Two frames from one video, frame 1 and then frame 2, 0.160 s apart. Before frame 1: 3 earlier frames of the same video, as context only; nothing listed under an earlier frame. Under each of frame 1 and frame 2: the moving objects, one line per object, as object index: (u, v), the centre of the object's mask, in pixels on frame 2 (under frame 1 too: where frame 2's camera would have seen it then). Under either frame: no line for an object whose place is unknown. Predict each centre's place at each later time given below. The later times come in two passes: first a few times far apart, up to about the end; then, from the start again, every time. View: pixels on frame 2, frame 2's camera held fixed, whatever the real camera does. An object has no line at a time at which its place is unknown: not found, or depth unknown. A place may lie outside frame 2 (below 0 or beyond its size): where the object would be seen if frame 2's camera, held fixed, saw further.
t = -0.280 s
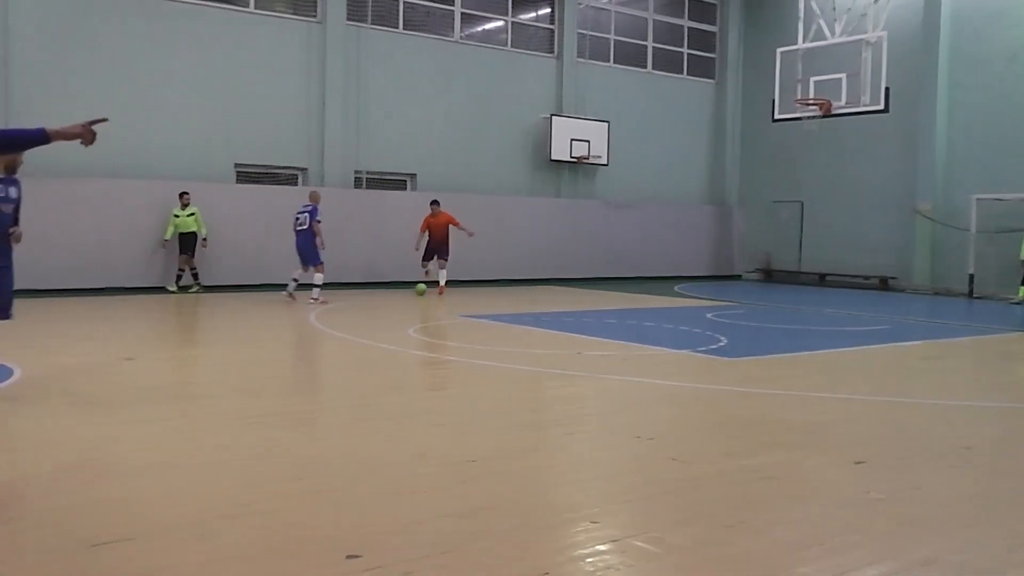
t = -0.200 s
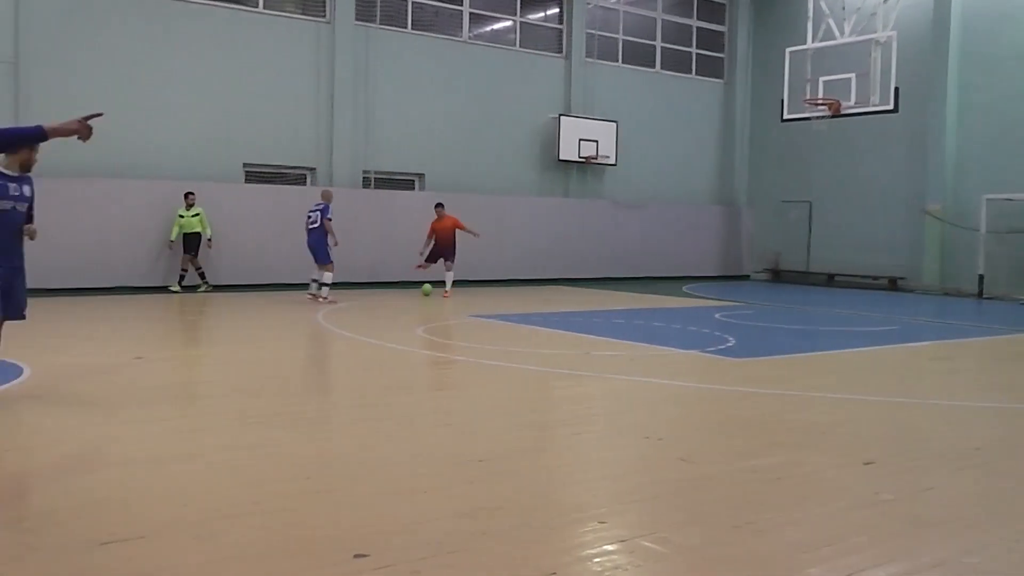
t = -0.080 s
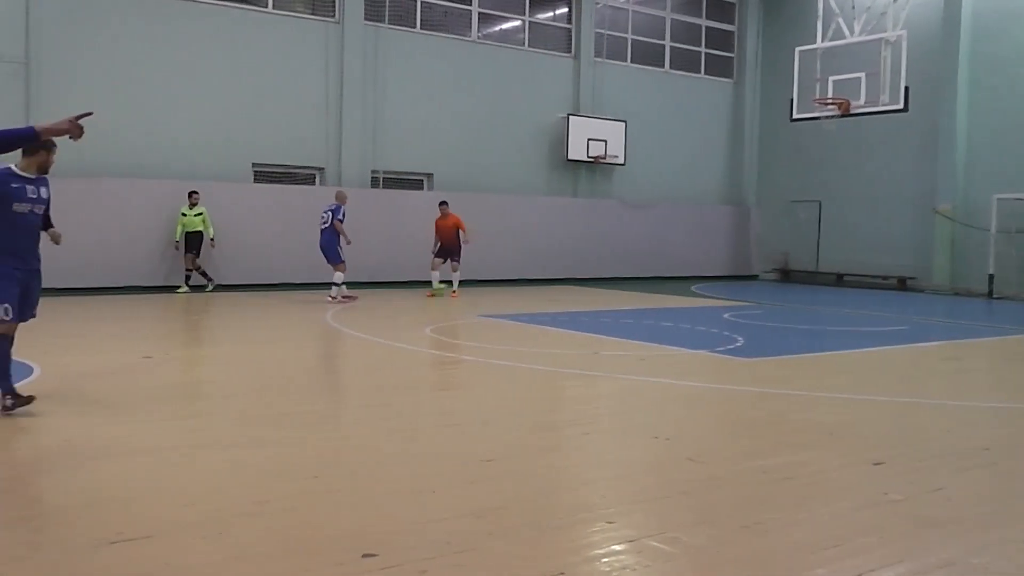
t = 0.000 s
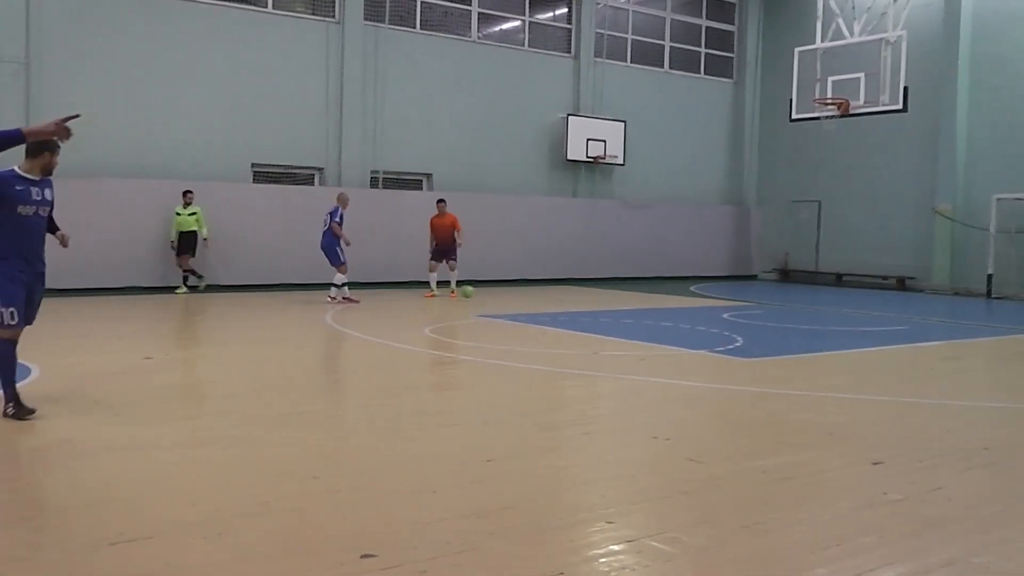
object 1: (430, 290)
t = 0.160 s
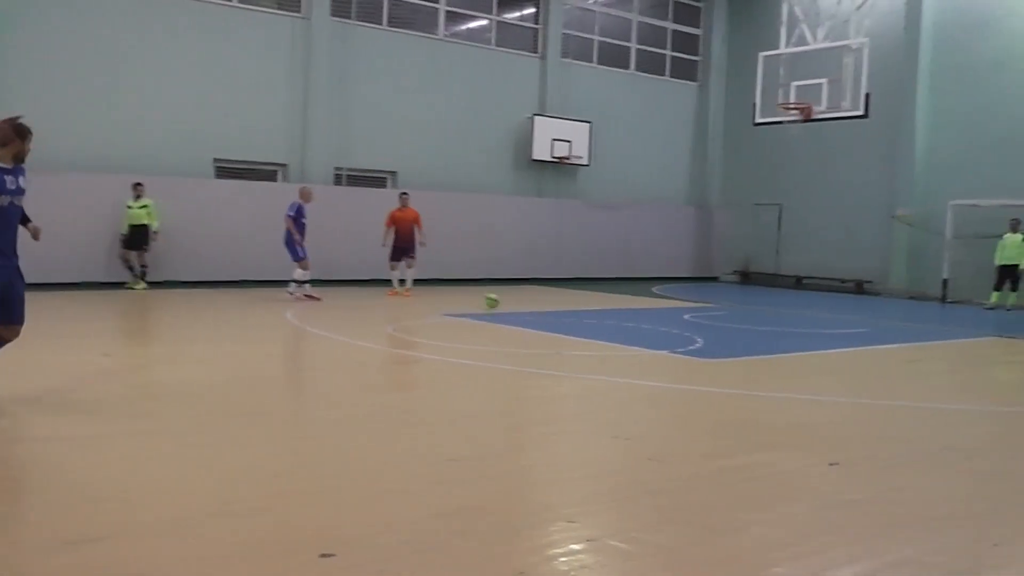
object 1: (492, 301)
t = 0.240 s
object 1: (525, 307)
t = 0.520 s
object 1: (644, 325)
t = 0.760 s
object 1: (750, 342)
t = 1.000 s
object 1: (868, 360)
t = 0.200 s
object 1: (508, 303)
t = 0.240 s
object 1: (525, 307)
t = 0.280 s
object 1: (541, 308)
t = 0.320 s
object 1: (558, 310)
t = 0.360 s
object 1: (575, 314)
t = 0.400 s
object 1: (592, 316)
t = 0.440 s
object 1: (609, 319)
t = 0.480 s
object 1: (626, 322)
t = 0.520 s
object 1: (644, 325)
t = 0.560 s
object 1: (661, 328)
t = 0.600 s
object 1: (679, 331)
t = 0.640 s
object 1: (697, 334)
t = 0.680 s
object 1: (714, 336)
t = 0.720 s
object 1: (731, 339)
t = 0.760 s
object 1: (750, 342)
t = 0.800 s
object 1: (769, 345)
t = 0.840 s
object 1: (786, 347)
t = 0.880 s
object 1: (805, 350)
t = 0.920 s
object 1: (826, 353)
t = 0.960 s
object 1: (846, 356)
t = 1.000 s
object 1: (868, 360)
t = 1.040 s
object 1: (891, 364)
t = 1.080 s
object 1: (913, 367)
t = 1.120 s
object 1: (938, 372)
